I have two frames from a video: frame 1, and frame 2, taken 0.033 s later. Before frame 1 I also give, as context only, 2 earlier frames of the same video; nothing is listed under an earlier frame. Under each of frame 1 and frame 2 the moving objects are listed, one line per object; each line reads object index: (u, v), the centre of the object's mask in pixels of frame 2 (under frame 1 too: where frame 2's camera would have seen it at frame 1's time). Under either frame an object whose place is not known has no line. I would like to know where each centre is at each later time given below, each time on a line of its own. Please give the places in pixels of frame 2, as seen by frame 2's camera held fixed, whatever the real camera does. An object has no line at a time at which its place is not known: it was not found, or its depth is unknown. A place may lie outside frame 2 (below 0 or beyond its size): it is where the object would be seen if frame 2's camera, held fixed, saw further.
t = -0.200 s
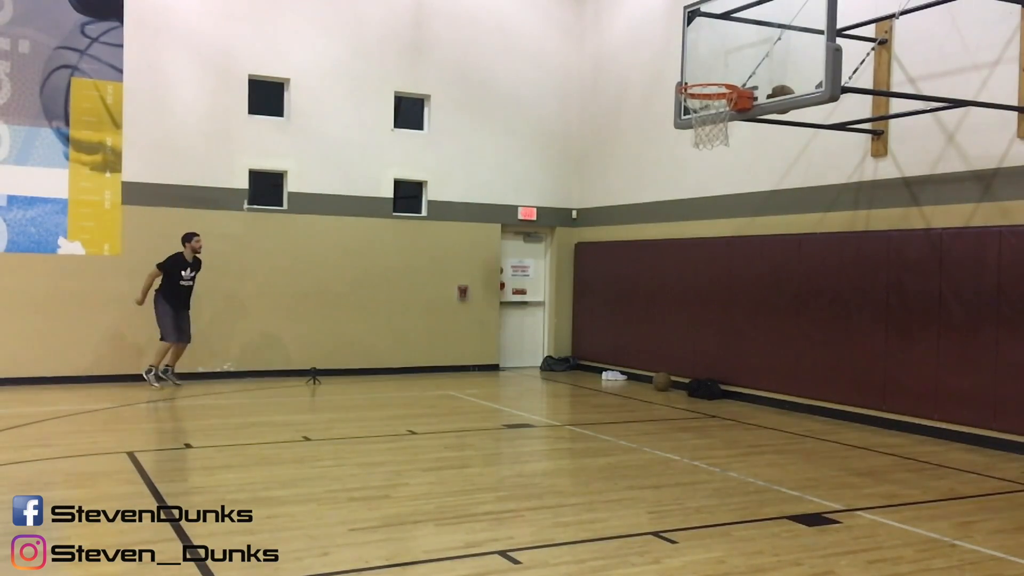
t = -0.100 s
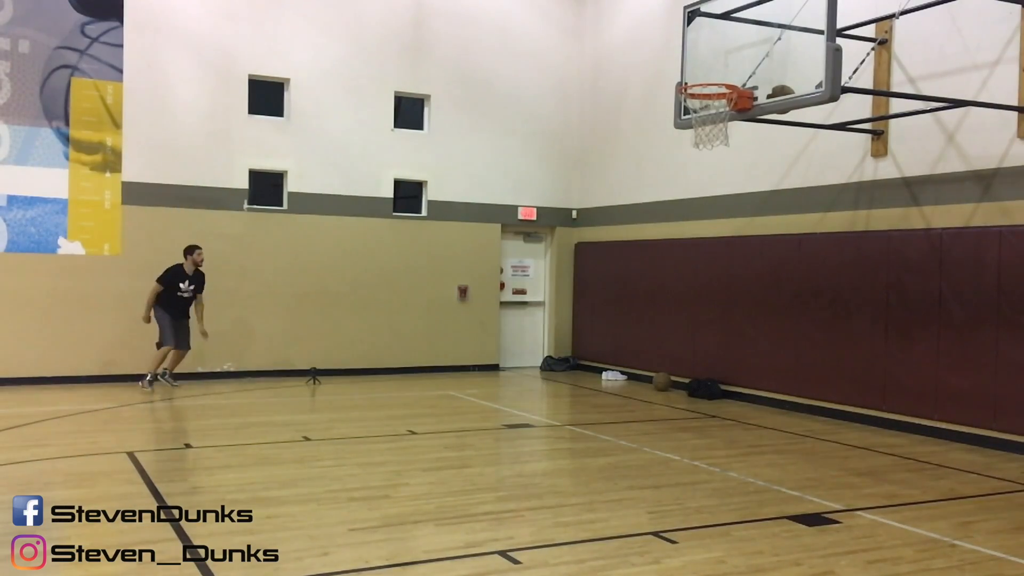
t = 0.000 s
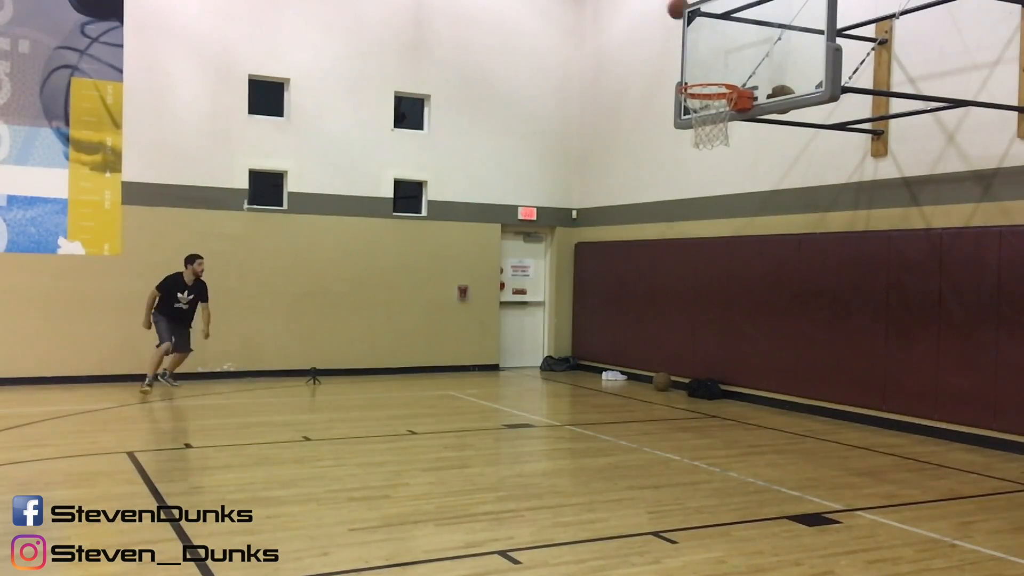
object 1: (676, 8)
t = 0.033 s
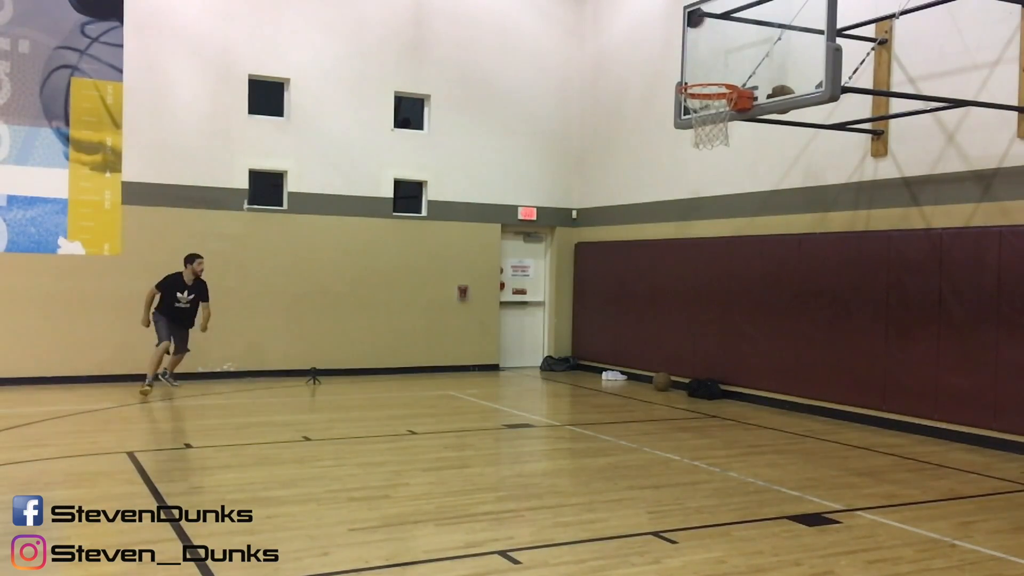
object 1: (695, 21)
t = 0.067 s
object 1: (710, 27)
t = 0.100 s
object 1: (727, 37)
